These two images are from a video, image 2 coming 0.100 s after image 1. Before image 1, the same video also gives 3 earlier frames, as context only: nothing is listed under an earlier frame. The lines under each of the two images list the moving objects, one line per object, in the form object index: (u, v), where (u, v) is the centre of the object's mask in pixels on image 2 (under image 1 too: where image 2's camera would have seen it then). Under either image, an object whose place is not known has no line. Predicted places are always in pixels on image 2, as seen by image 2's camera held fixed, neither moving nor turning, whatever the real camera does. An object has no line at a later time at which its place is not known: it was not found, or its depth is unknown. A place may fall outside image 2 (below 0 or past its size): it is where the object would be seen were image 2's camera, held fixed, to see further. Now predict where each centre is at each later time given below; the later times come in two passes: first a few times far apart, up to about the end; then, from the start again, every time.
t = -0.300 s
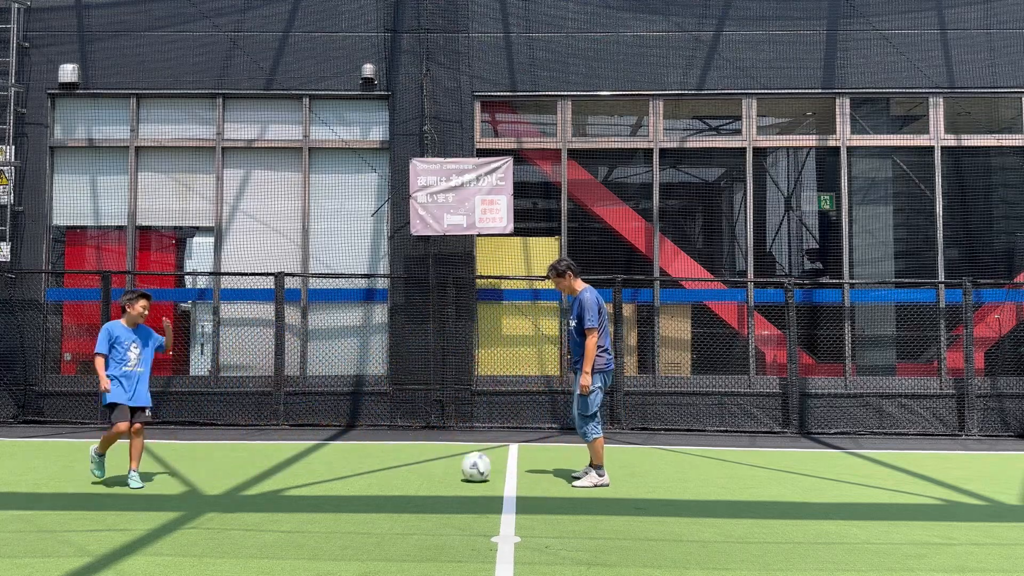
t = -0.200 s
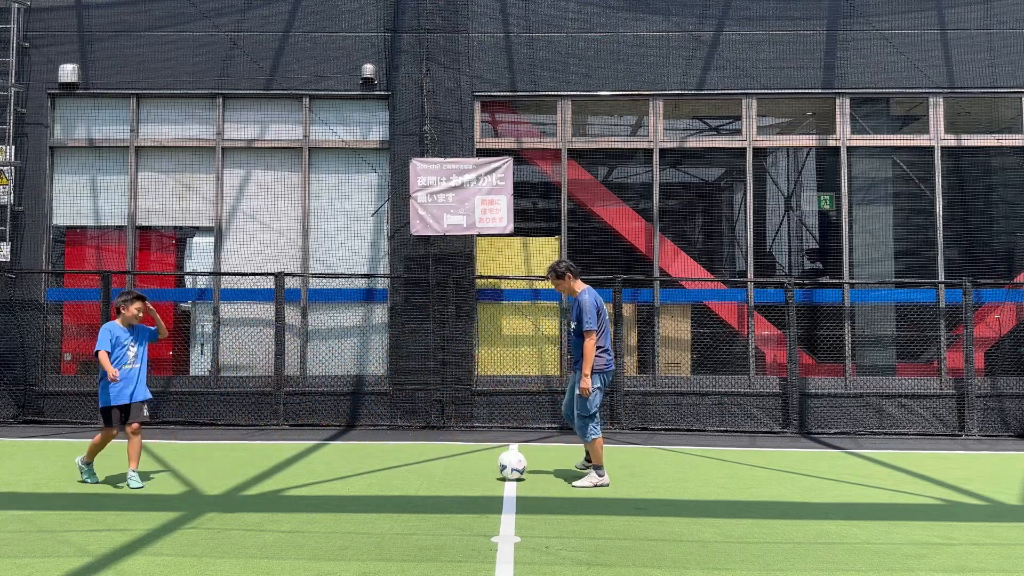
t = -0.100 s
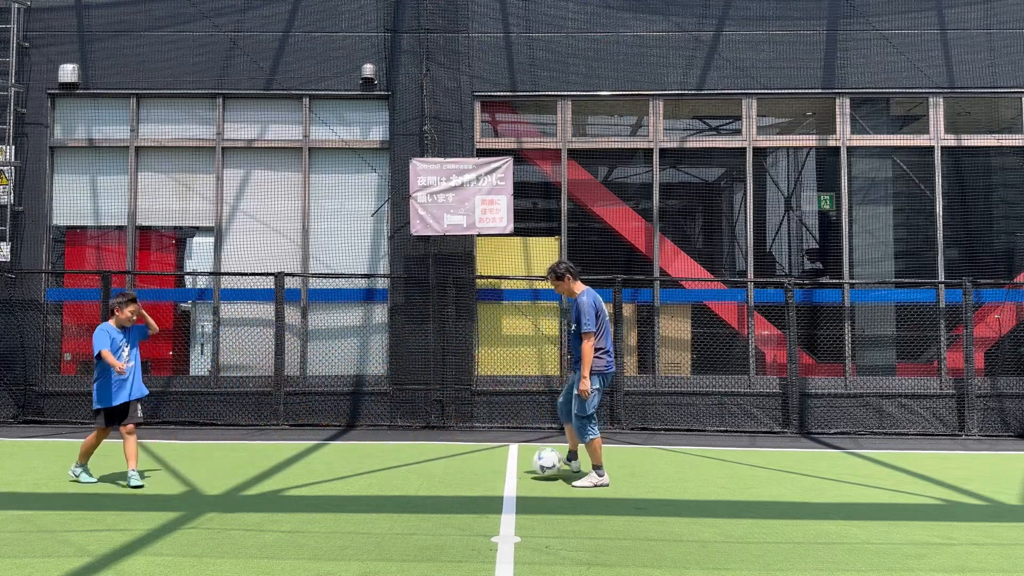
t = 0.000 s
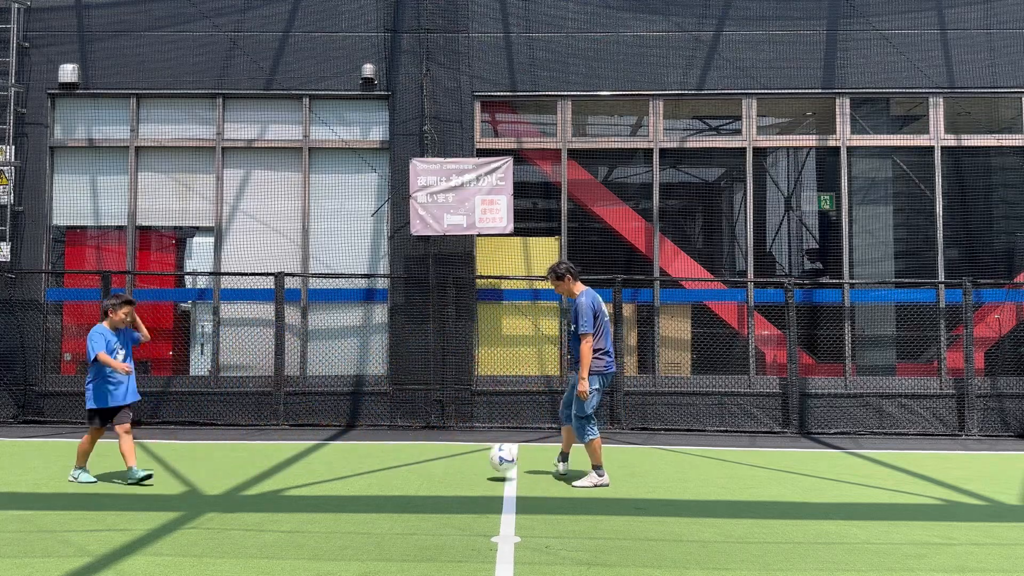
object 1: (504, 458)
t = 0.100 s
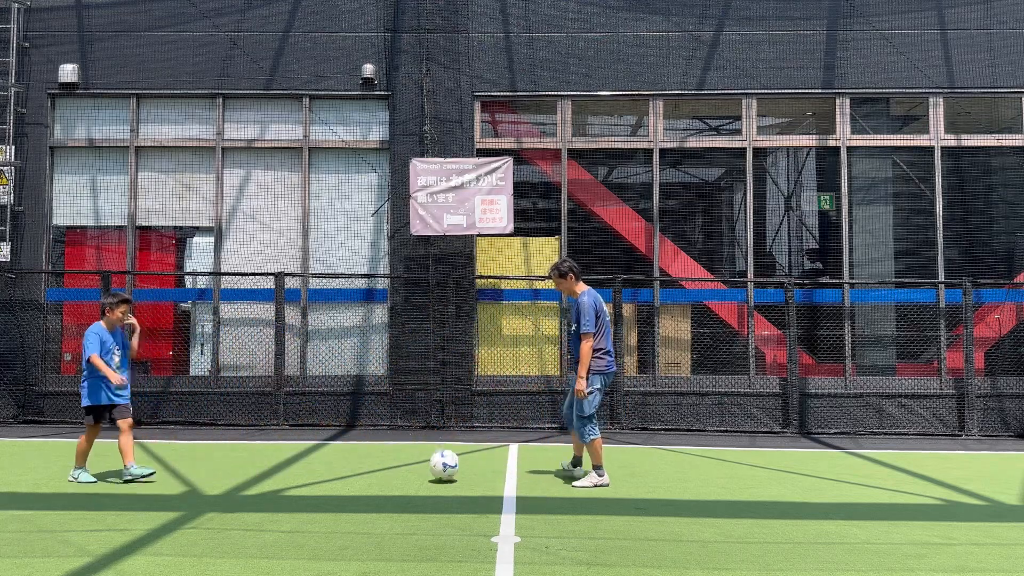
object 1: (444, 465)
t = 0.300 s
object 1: (342, 471)
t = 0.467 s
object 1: (273, 472)
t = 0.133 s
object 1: (425, 468)
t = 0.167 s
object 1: (408, 466)
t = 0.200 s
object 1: (391, 466)
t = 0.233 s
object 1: (375, 467)
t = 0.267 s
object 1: (357, 470)
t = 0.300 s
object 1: (342, 471)
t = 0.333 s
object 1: (328, 469)
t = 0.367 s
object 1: (314, 471)
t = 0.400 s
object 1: (300, 471)
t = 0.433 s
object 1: (286, 474)
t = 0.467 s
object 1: (273, 472)
